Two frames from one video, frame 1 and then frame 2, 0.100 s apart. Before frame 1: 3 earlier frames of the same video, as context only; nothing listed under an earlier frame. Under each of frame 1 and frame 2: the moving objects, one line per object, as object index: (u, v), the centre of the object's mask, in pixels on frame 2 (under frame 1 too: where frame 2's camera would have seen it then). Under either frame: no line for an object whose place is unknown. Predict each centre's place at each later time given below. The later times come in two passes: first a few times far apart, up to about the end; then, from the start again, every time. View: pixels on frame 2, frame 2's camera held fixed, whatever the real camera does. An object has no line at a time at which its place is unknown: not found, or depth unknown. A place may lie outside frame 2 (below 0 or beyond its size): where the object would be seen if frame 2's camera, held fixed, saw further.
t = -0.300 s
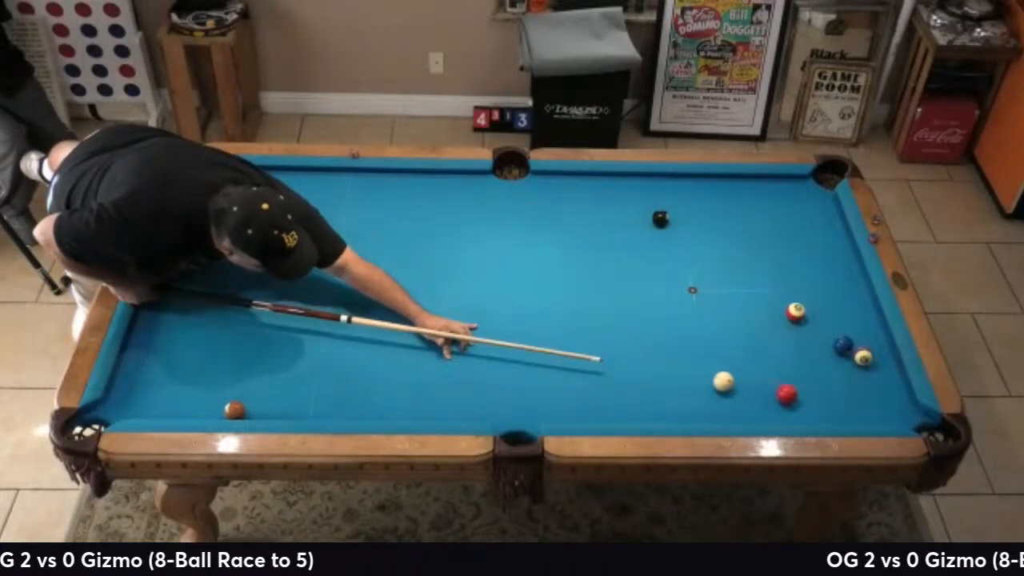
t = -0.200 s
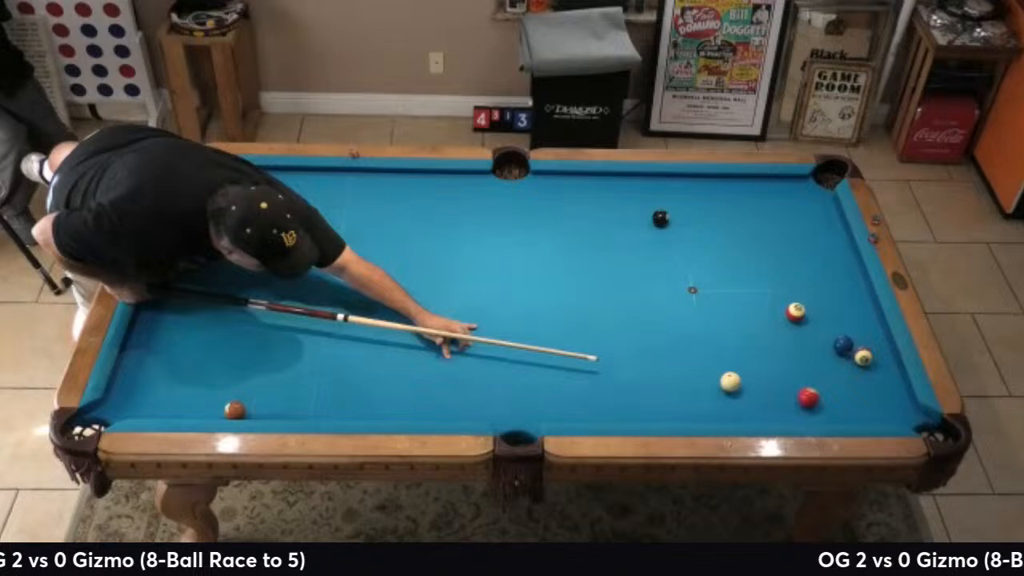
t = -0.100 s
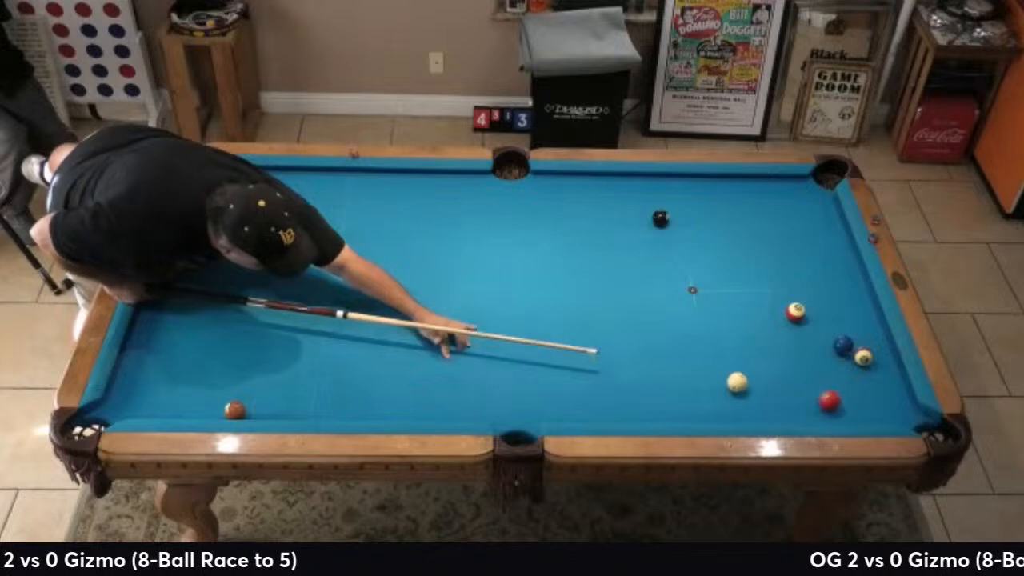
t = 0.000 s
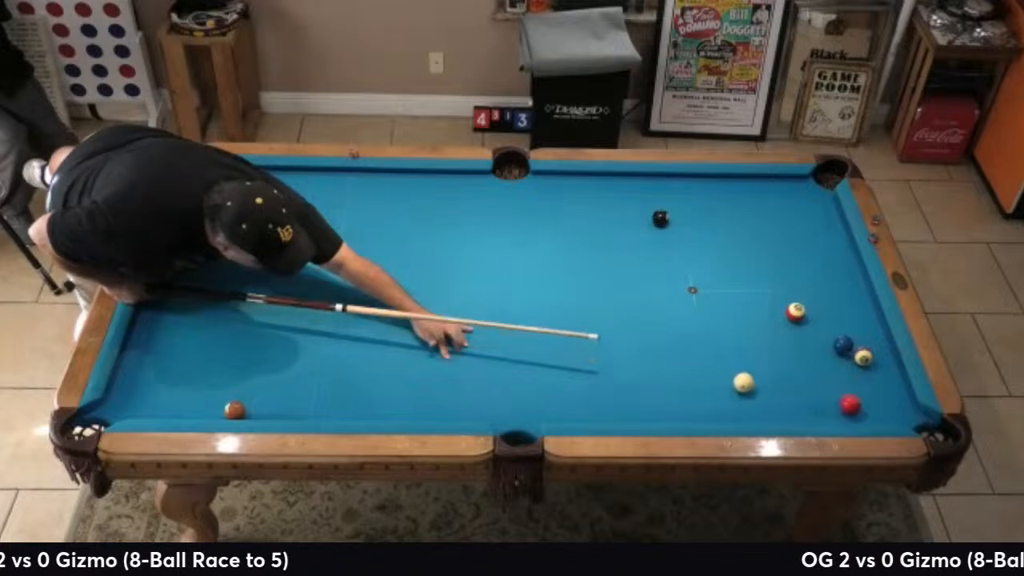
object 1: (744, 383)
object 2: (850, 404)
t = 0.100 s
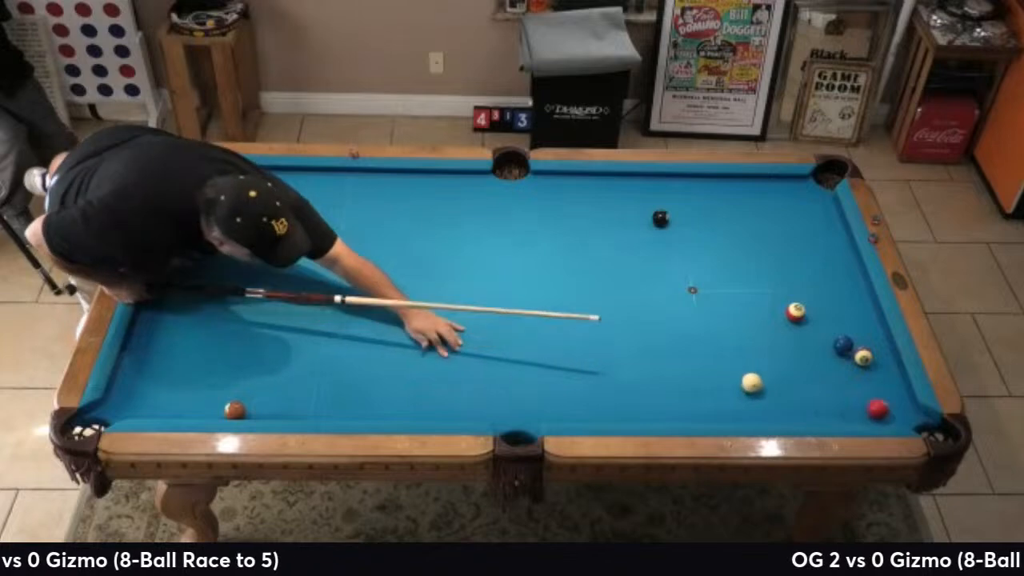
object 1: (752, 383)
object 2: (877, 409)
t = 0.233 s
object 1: (757, 383)
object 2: (898, 412)
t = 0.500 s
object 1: (770, 383)
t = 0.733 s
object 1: (780, 383)
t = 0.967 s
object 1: (788, 383)
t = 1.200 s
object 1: (794, 383)
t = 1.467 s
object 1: (799, 383)
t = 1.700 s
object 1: (802, 383)
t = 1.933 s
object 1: (803, 382)
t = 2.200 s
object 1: (802, 382)
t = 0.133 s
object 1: (752, 383)
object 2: (878, 409)
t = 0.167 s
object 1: (753, 383)
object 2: (884, 410)
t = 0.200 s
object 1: (755, 383)
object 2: (891, 411)
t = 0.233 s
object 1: (757, 383)
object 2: (898, 412)
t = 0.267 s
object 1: (759, 383)
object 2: (904, 413)
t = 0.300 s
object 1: (761, 383)
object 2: (911, 414)
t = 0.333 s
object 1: (762, 383)
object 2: (917, 414)
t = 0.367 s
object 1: (764, 383)
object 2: (924, 416)
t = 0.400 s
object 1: (766, 383)
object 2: (927, 419)
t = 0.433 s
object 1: (767, 383)
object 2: (929, 425)
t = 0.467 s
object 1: (769, 383)
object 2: (929, 431)
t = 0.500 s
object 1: (770, 383)
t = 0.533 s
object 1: (772, 383)
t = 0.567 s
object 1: (773, 383)
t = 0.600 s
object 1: (775, 383)
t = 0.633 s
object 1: (776, 383)
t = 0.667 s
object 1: (777, 383)
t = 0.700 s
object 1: (779, 383)
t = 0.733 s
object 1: (780, 383)
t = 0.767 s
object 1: (782, 383)
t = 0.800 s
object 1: (783, 383)
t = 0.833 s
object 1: (784, 383)
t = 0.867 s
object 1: (785, 383)
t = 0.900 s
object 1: (786, 383)
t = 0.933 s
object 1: (787, 383)
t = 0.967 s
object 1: (788, 383)
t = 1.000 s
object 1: (789, 383)
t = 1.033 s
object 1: (790, 383)
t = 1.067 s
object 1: (791, 383)
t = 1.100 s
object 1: (792, 383)
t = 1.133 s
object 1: (793, 383)
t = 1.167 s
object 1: (794, 383)
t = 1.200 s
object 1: (794, 383)
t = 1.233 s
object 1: (795, 383)
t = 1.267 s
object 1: (796, 383)
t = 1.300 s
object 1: (796, 383)
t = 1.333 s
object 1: (798, 383)
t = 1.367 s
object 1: (798, 383)
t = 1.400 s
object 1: (798, 383)
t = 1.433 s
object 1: (799, 383)
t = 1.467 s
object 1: (799, 383)
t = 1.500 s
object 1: (800, 383)
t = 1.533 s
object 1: (800, 383)
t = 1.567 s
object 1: (800, 383)
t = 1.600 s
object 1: (801, 383)
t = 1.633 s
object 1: (801, 382)
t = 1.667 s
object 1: (801, 382)
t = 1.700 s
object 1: (802, 383)
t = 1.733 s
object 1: (802, 382)
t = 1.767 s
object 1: (802, 382)
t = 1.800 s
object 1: (802, 382)
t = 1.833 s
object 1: (803, 382)
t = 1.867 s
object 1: (803, 382)
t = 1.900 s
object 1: (803, 382)
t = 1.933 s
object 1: (803, 382)
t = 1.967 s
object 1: (802, 382)
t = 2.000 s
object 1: (803, 382)
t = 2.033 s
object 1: (802, 382)
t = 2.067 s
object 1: (802, 382)
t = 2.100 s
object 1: (803, 382)
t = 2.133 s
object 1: (803, 382)
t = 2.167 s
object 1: (802, 382)
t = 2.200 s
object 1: (802, 382)
